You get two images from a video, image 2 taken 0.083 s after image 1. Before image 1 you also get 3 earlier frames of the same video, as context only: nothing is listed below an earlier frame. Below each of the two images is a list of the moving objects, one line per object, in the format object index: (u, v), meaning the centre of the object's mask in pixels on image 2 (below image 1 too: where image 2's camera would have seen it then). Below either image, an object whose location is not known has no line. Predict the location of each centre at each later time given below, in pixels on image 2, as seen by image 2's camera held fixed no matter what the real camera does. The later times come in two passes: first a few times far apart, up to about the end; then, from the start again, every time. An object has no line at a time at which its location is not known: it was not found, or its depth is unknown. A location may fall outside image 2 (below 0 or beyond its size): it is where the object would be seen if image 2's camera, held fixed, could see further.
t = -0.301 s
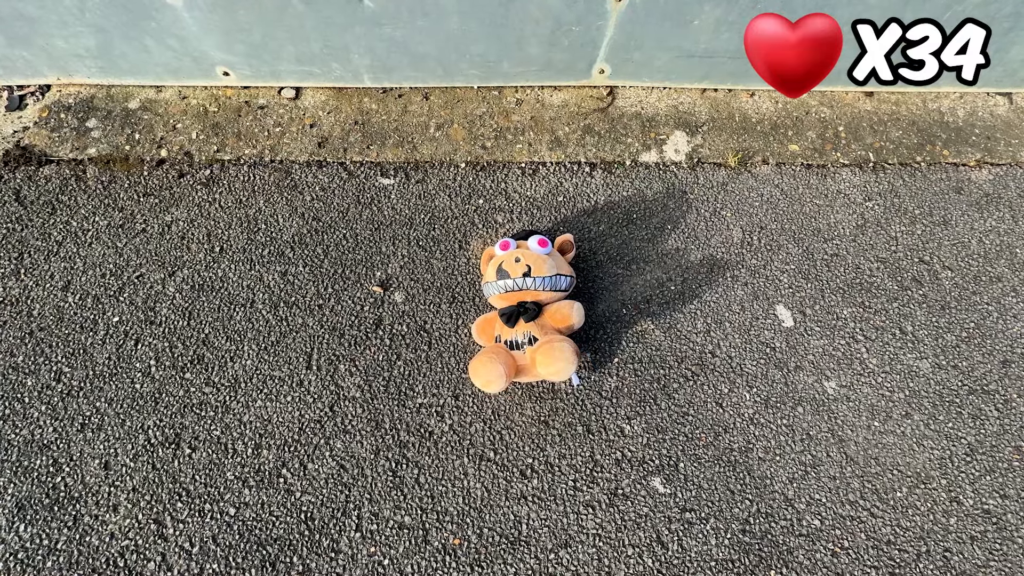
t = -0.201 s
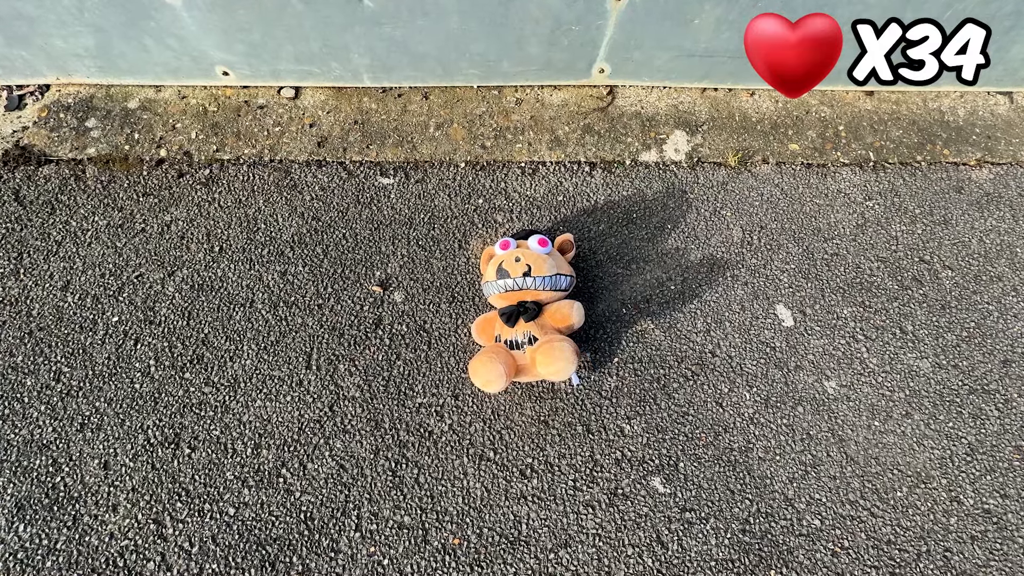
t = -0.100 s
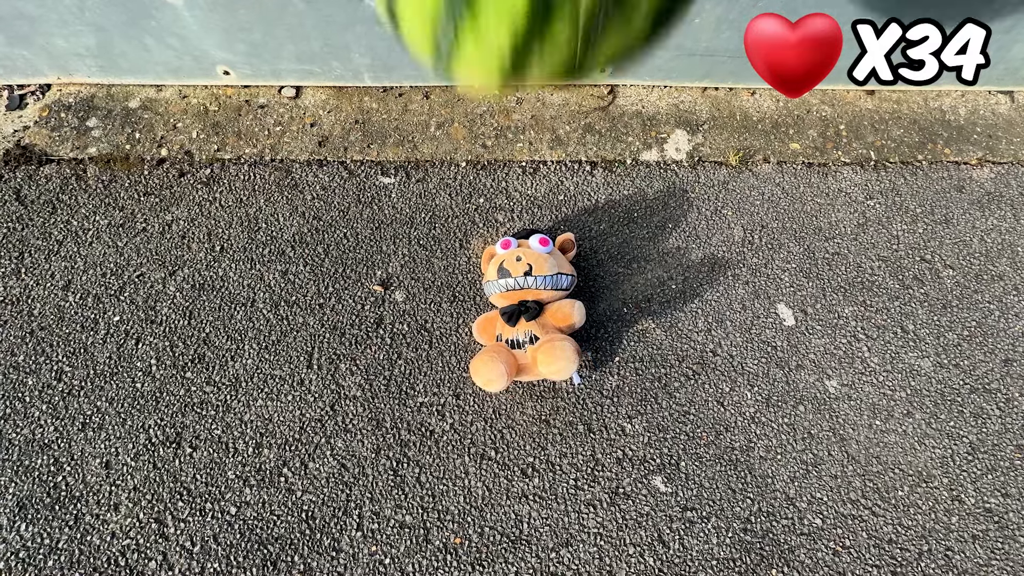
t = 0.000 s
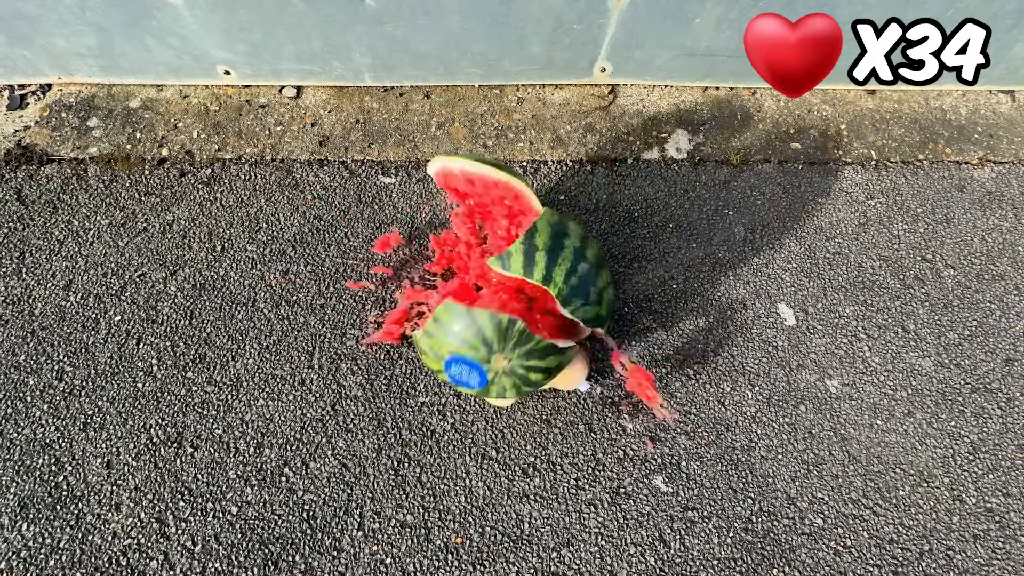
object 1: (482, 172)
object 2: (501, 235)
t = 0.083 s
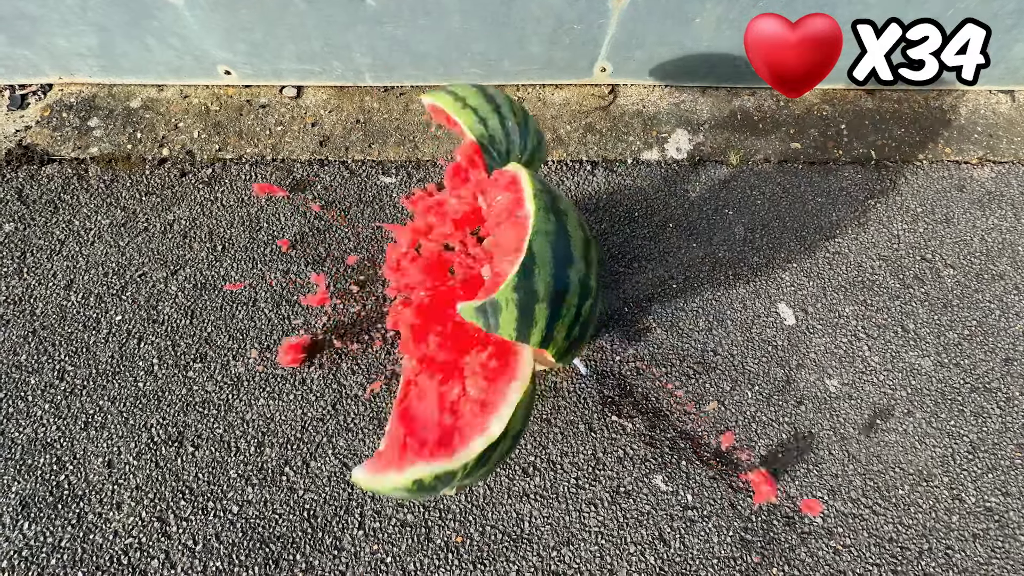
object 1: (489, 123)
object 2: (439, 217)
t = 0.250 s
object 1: (481, 105)
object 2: (190, 169)
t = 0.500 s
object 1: (504, 118)
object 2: (199, 357)
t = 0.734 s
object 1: (497, 111)
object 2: (215, 365)
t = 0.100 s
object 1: (492, 114)
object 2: (420, 208)
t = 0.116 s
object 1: (488, 101)
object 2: (395, 199)
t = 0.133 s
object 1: (490, 93)
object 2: (367, 189)
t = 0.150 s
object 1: (493, 90)
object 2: (340, 180)
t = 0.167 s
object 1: (479, 60)
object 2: (313, 172)
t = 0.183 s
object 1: (491, 87)
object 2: (287, 165)
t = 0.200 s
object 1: (489, 88)
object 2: (261, 160)
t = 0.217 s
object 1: (487, 91)
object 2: (235, 159)
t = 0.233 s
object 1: (485, 97)
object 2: (210, 162)
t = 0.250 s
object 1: (481, 105)
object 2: (190, 169)
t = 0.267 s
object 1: (480, 114)
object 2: (172, 177)
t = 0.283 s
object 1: (478, 125)
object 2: (159, 190)
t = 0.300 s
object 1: (486, 132)
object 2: (148, 203)
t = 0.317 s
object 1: (487, 128)
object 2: (142, 217)
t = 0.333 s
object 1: (489, 121)
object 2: (139, 232)
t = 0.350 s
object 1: (490, 110)
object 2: (140, 248)
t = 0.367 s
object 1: (493, 102)
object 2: (144, 263)
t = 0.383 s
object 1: (498, 92)
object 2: (149, 278)
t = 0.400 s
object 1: (499, 88)
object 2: (156, 293)
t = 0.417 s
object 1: (500, 87)
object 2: (164, 308)
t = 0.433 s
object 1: (502, 90)
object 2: (173, 321)
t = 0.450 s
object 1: (503, 96)
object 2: (184, 334)
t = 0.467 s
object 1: (505, 104)
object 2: (193, 345)
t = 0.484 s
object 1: (505, 111)
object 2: (195, 353)
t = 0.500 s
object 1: (504, 118)
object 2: (199, 357)
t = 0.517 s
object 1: (504, 119)
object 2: (202, 359)
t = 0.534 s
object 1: (503, 116)
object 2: (204, 360)
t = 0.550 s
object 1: (502, 112)
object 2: (206, 364)
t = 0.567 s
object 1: (501, 110)
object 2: (207, 366)
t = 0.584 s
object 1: (499, 109)
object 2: (209, 367)
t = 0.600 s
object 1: (497, 110)
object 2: (218, 366)
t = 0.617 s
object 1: (496, 109)
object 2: (218, 365)
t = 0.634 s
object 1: (495, 109)
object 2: (217, 365)
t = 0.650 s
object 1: (495, 109)
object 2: (218, 365)
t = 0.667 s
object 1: (495, 109)
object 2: (217, 365)
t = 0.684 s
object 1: (495, 109)
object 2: (217, 365)
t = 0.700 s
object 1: (495, 109)
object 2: (216, 365)
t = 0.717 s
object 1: (496, 110)
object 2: (215, 365)
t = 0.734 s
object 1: (497, 111)
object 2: (215, 365)
